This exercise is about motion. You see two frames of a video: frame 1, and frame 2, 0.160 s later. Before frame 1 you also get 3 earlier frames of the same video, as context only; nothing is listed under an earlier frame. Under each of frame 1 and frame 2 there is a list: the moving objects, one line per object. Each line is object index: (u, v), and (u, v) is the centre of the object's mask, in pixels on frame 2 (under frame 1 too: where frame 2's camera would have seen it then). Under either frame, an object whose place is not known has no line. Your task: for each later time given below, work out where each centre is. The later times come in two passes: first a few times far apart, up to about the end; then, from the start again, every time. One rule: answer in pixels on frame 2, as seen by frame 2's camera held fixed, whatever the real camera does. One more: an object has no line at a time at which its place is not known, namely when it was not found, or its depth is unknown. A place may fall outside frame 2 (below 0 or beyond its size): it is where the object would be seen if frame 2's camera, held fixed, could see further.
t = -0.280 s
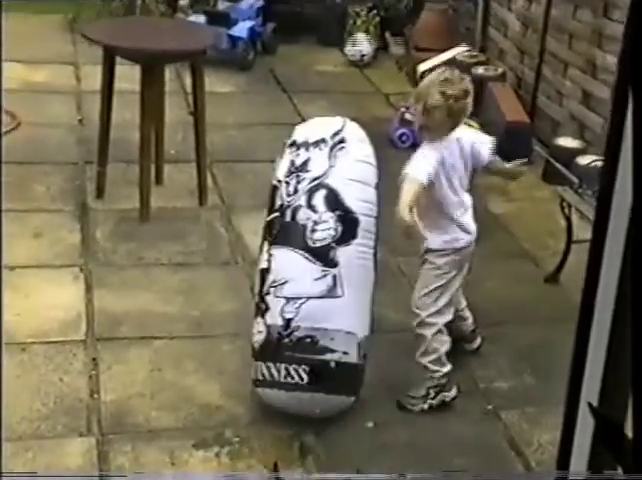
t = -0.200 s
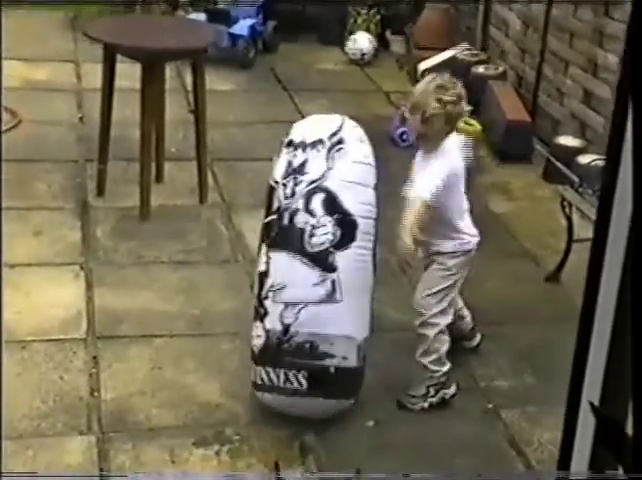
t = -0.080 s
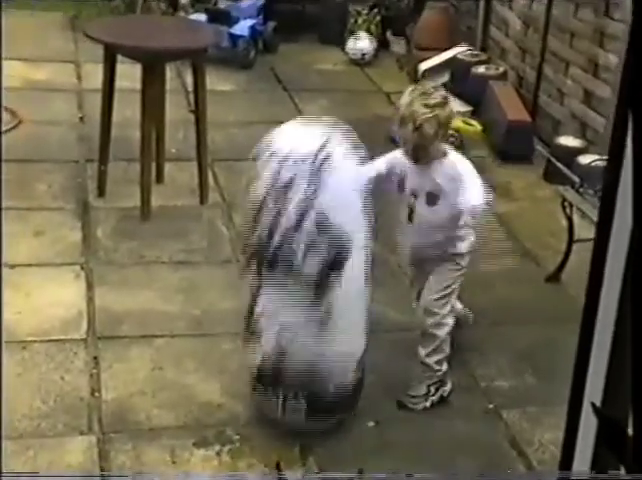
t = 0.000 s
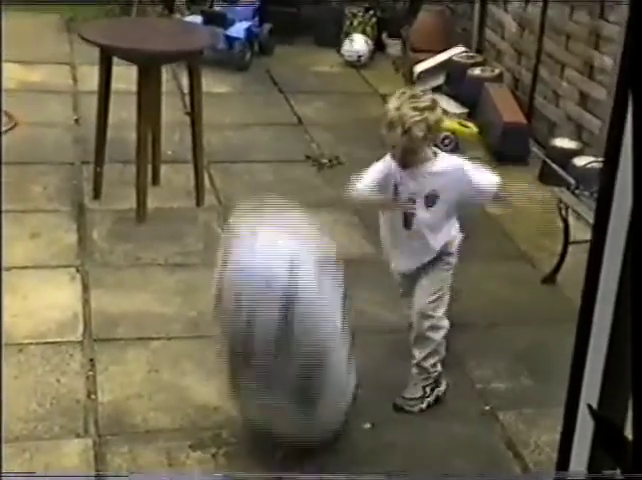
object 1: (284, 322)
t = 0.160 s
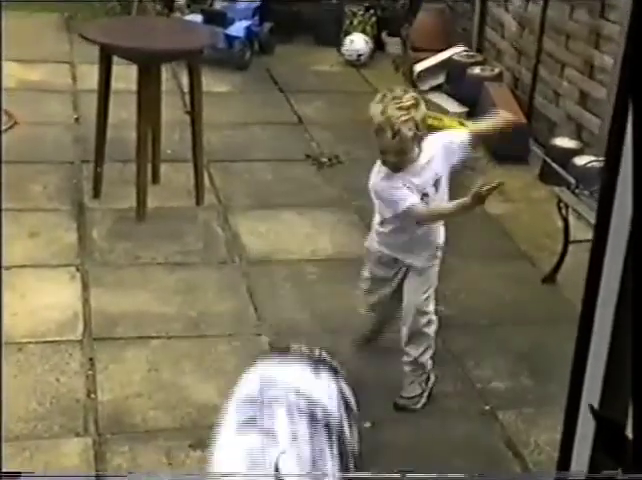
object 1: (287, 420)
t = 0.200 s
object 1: (290, 423)
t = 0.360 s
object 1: (282, 425)
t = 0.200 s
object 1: (290, 423)
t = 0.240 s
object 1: (291, 423)
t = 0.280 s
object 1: (289, 422)
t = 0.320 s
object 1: (286, 423)
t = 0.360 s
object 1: (282, 425)
